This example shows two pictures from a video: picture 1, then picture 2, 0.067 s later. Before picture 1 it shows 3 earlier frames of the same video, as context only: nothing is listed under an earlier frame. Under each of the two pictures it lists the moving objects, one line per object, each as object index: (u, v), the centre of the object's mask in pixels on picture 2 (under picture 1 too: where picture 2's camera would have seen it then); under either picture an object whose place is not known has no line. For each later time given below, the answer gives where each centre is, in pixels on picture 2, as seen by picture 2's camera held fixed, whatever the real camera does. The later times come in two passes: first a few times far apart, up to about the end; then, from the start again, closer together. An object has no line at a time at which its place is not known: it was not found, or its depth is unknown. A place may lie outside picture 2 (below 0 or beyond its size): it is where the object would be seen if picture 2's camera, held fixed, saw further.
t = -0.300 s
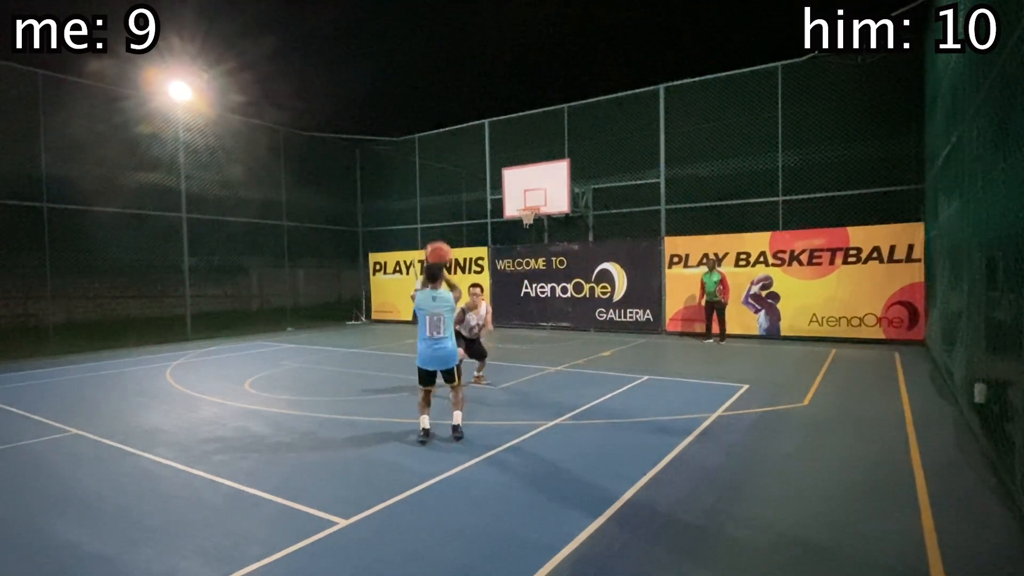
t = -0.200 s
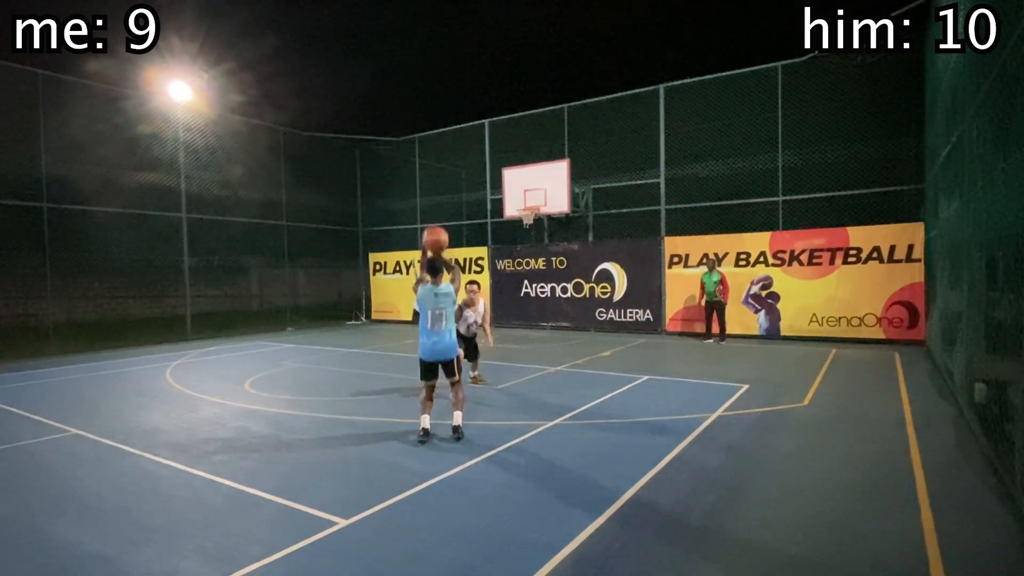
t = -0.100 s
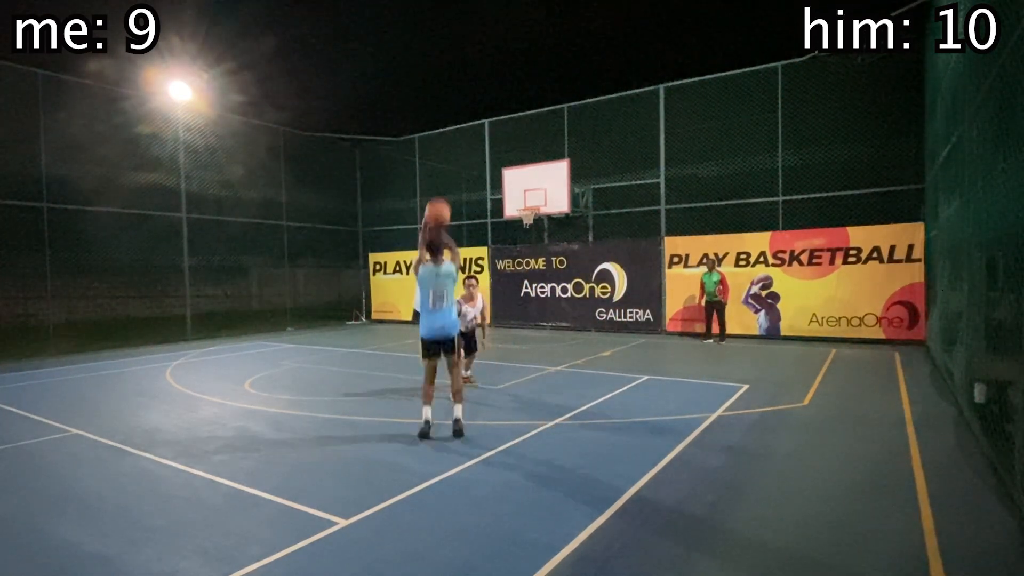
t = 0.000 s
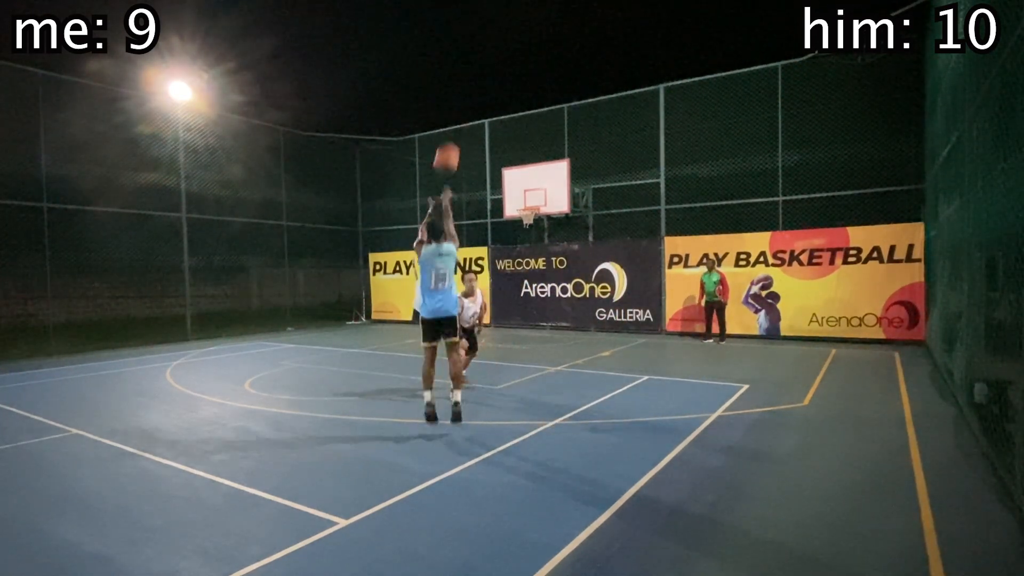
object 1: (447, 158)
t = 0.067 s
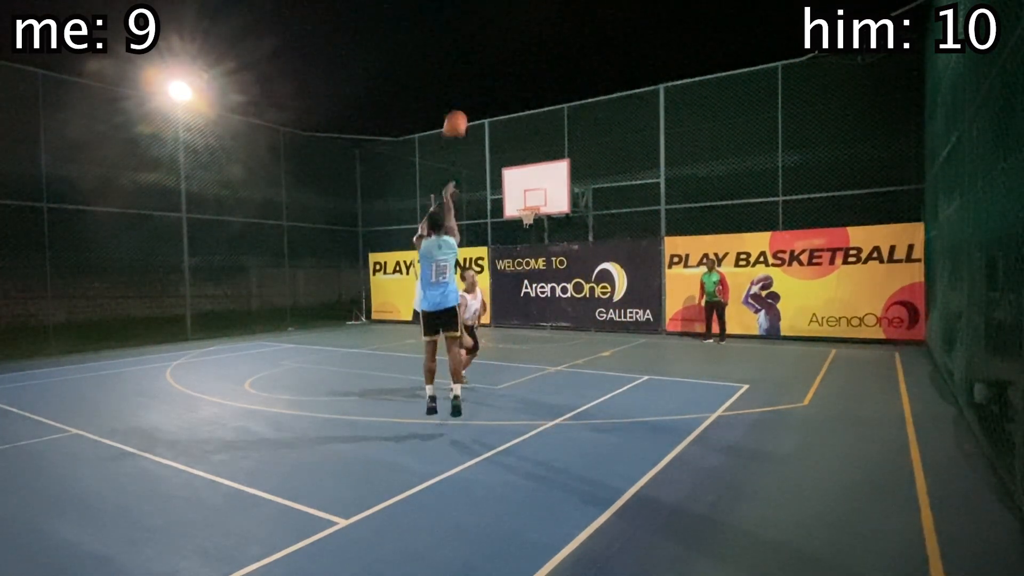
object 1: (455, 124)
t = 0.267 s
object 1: (474, 68)
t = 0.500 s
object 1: (491, 53)
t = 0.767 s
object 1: (506, 76)
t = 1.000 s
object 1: (516, 120)
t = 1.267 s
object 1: (525, 187)
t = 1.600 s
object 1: (523, 231)
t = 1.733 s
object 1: (520, 248)
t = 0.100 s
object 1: (458, 113)
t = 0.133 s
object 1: (462, 101)
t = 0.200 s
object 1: (468, 82)
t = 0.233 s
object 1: (471, 75)
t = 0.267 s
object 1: (474, 68)
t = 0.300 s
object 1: (477, 64)
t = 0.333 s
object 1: (480, 59)
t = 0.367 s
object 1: (482, 56)
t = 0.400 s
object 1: (484, 54)
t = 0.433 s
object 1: (487, 53)
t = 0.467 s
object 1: (489, 52)
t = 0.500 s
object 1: (491, 53)
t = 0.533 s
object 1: (493, 53)
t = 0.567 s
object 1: (495, 55)
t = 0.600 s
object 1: (497, 57)
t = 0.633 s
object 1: (499, 60)
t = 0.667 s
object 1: (501, 63)
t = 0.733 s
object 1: (504, 71)
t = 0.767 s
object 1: (506, 76)
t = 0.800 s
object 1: (507, 81)
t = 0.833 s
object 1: (509, 87)
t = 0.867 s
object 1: (510, 93)
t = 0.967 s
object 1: (514, 113)
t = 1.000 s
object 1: (516, 120)
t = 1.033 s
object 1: (517, 128)
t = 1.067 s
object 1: (518, 136)
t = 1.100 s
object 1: (519, 144)
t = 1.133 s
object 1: (520, 153)
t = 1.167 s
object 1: (522, 160)
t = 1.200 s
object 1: (523, 170)
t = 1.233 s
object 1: (524, 179)
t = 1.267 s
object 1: (525, 187)
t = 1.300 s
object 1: (525, 199)
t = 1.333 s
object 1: (526, 207)
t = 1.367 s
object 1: (527, 210)
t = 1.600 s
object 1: (523, 231)
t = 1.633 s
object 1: (522, 235)
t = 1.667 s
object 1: (522, 239)
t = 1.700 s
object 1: (520, 243)
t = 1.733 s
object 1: (520, 248)
